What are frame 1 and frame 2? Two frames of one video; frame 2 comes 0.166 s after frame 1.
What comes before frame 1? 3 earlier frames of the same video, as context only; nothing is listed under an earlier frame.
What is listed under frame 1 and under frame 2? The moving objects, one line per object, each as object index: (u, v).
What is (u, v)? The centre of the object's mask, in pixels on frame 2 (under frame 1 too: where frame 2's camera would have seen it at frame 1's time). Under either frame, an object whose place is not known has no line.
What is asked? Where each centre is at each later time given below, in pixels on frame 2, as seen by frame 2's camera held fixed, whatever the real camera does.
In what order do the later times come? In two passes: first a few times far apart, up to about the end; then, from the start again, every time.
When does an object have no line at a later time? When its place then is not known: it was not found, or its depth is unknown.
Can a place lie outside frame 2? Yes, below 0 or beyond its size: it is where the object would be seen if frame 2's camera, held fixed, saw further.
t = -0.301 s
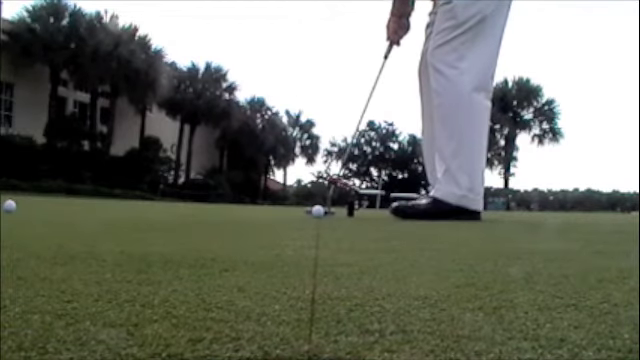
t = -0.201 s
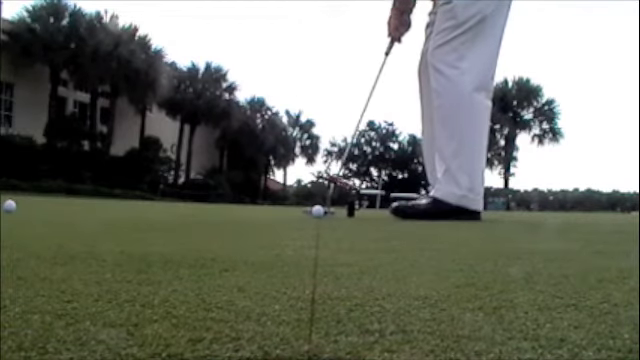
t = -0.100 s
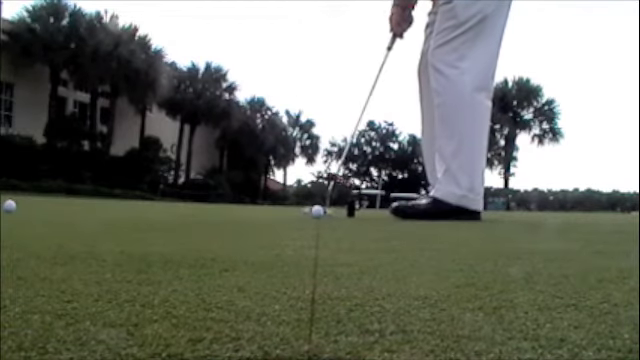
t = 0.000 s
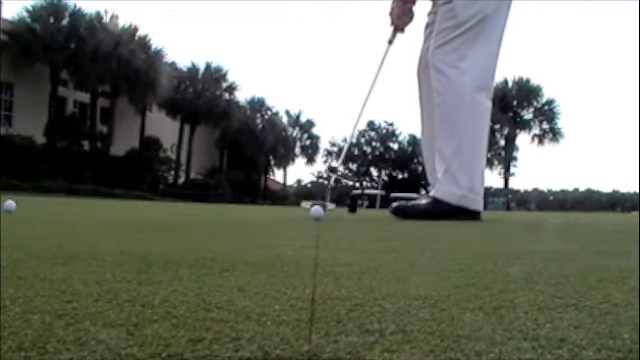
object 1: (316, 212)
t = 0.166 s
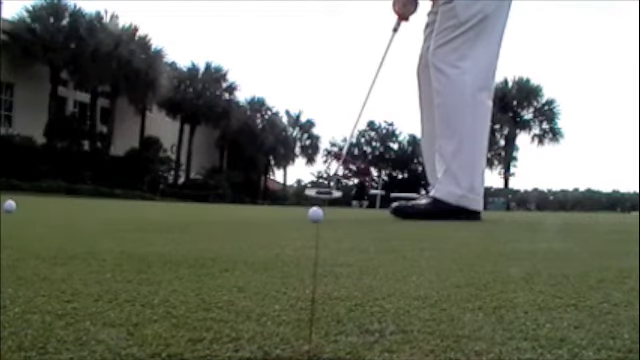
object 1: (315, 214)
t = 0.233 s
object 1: (315, 214)
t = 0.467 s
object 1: (312, 217)
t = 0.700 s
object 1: (308, 222)
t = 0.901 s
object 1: (304, 228)
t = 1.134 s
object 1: (311, 241)
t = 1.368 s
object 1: (330, 264)
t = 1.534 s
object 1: (371, 311)
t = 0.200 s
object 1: (315, 214)
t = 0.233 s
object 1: (315, 214)
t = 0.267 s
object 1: (315, 215)
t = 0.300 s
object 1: (314, 215)
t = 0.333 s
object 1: (314, 215)
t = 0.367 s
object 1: (314, 216)
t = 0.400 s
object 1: (314, 217)
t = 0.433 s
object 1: (313, 217)
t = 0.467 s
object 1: (312, 217)
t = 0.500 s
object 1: (312, 218)
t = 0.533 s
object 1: (311, 219)
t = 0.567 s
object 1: (311, 219)
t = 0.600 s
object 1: (310, 220)
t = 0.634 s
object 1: (310, 220)
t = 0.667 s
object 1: (309, 221)
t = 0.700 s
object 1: (308, 222)
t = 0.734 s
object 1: (307, 223)
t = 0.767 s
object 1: (306, 224)
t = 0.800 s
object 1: (306, 224)
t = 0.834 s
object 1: (305, 225)
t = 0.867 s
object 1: (305, 227)
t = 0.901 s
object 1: (304, 228)
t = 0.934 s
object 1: (304, 228)
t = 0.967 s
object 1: (304, 231)
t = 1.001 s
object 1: (305, 233)
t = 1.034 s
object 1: (306, 234)
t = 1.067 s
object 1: (307, 235)
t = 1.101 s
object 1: (309, 238)
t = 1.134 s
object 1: (311, 241)
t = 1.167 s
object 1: (313, 244)
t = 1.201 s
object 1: (315, 245)
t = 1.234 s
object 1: (317, 248)
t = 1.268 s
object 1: (320, 253)
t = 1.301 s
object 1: (323, 255)
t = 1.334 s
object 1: (327, 258)
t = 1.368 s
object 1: (330, 264)
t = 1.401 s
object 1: (336, 270)
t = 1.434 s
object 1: (343, 275)
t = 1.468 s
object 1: (350, 286)
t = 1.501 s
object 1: (359, 295)
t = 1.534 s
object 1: (371, 311)
